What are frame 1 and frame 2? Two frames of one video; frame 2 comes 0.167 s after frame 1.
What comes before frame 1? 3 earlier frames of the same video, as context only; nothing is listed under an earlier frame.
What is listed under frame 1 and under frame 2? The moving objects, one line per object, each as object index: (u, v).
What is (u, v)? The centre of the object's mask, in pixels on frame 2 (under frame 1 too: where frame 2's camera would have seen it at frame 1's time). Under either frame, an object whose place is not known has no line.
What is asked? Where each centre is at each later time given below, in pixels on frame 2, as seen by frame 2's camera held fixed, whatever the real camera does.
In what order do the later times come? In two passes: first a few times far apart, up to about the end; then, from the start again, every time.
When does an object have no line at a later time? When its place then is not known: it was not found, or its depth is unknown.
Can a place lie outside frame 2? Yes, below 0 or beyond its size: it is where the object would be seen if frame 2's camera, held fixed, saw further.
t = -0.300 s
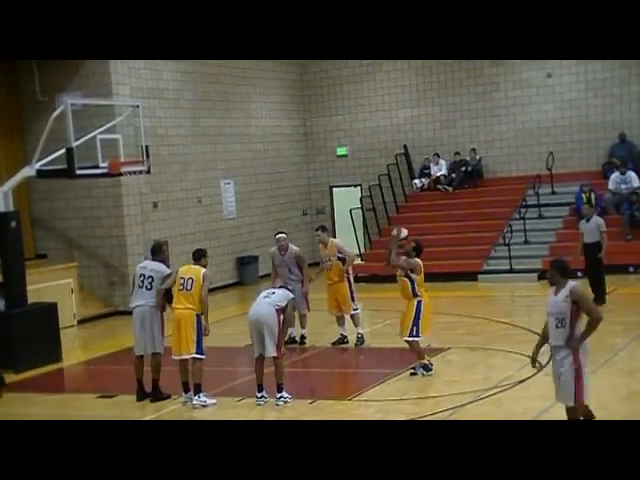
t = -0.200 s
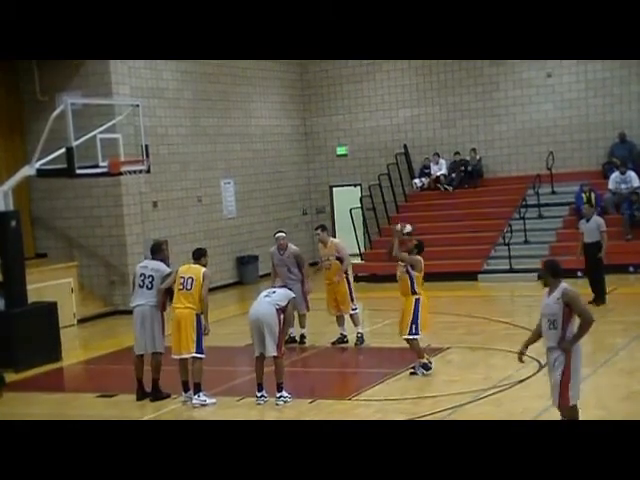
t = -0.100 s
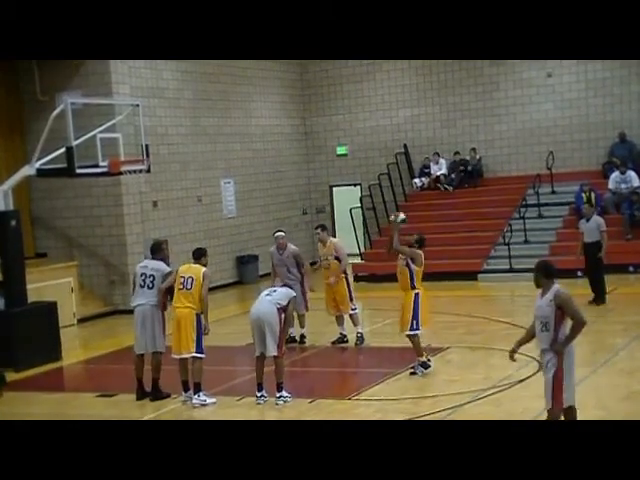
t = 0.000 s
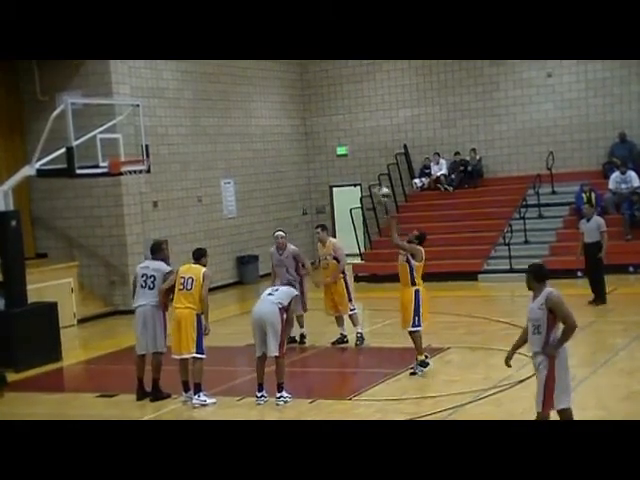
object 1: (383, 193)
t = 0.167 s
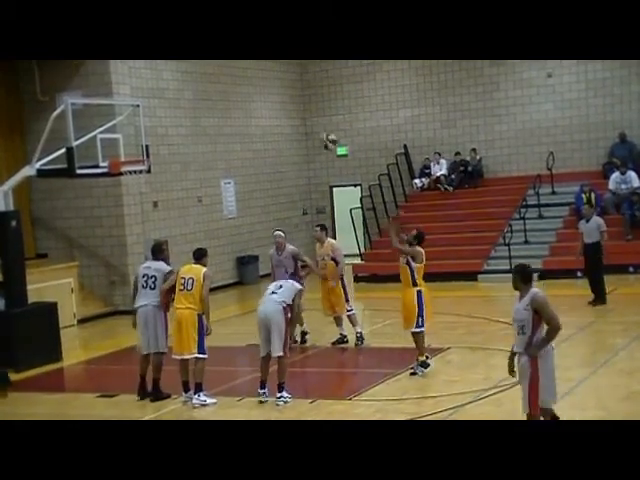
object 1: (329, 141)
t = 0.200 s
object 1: (319, 133)
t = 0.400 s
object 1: (261, 103)
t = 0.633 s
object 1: (202, 104)
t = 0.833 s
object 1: (154, 134)
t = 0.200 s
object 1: (319, 133)
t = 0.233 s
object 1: (308, 125)
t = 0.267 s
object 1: (299, 118)
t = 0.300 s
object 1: (289, 113)
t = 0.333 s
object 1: (280, 110)
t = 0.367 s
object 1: (271, 106)
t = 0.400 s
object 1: (261, 103)
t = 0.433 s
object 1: (252, 100)
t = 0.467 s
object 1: (244, 98)
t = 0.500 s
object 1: (235, 98)
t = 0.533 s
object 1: (226, 98)
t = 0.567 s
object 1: (217, 99)
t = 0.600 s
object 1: (210, 101)
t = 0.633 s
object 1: (202, 104)
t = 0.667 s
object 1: (193, 107)
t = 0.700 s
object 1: (185, 111)
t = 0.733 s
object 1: (177, 115)
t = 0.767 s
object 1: (170, 120)
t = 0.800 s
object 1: (162, 127)
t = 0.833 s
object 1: (154, 134)
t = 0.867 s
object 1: (147, 141)
